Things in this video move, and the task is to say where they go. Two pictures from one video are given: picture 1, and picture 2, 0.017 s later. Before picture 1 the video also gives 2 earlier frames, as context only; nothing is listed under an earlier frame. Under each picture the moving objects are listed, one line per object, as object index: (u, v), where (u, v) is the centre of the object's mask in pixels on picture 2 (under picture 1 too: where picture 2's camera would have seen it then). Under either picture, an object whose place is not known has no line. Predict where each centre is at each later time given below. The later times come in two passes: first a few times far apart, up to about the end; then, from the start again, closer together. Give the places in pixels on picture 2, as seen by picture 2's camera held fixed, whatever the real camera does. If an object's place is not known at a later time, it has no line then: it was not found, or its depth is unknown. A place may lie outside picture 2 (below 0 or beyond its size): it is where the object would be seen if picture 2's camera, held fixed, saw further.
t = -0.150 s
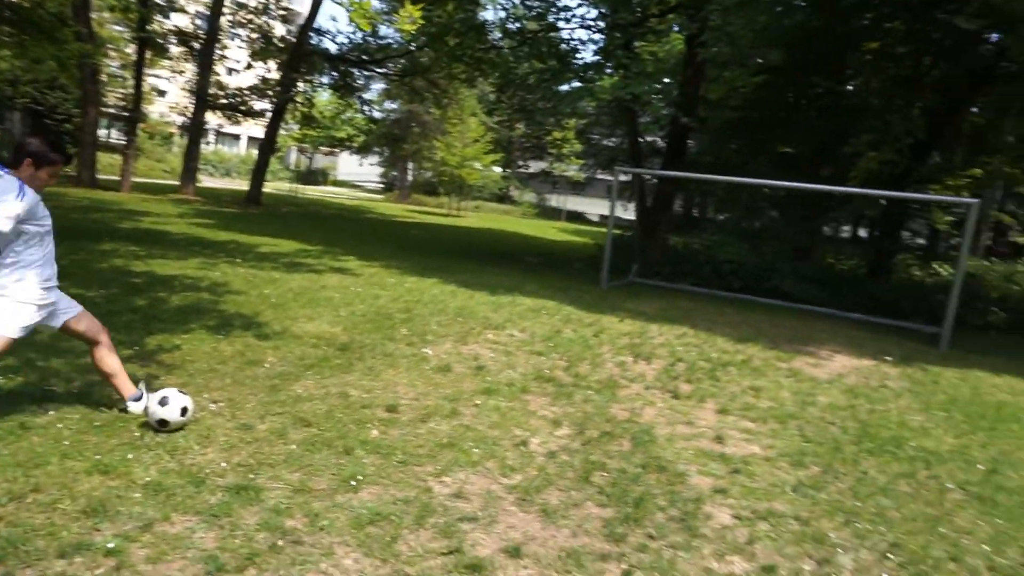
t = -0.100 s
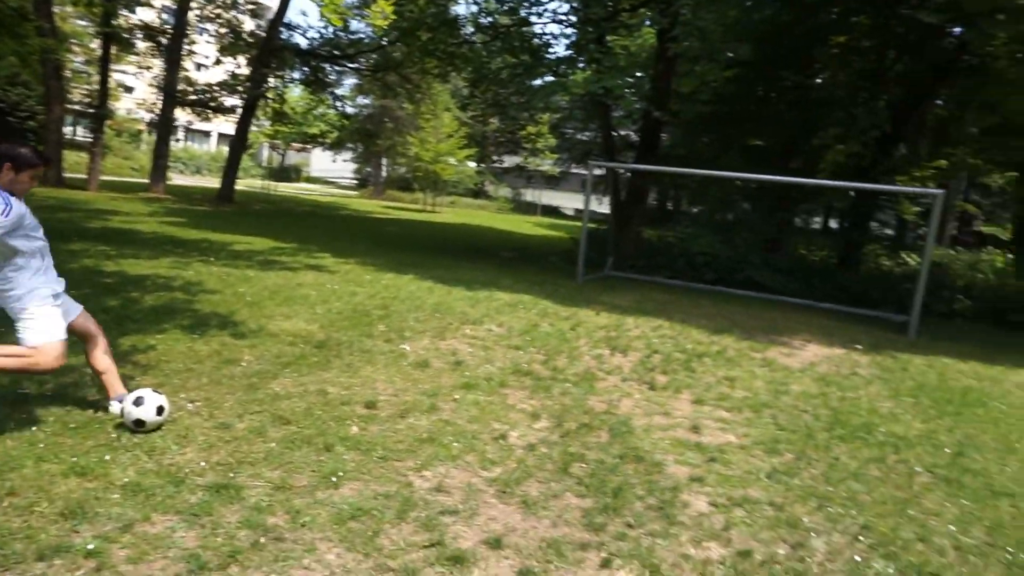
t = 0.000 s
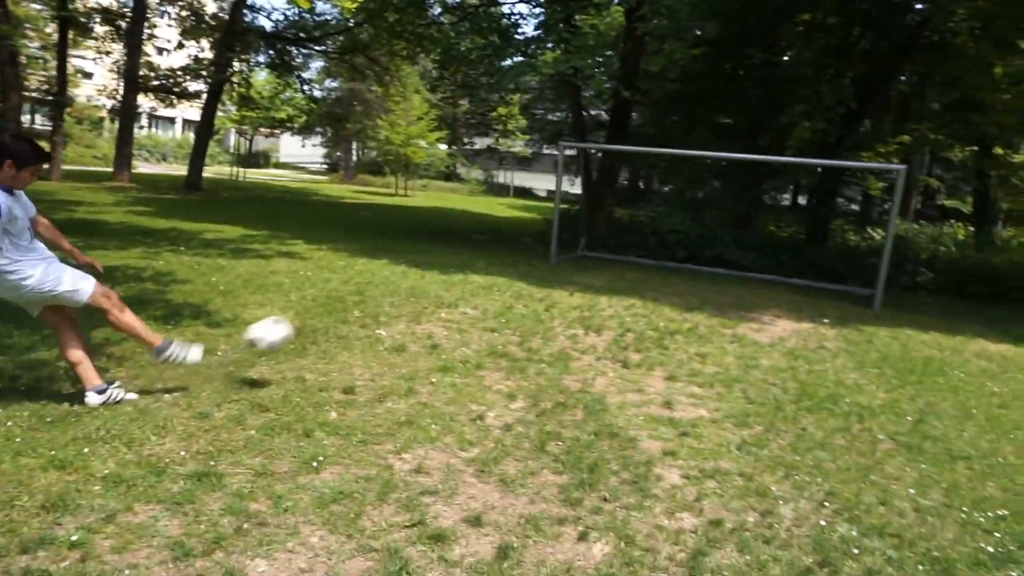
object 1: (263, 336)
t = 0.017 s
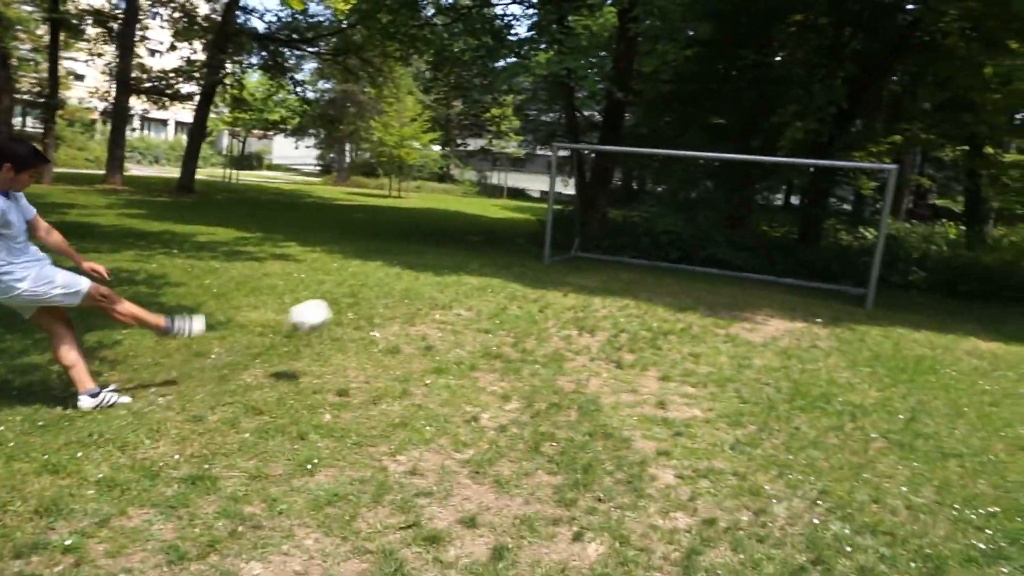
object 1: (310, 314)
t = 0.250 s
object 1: (649, 183)
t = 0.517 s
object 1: (734, 237)
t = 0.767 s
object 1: (729, 215)
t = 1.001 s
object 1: (720, 64)
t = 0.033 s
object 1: (351, 297)
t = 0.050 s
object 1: (389, 281)
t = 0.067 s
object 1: (423, 267)
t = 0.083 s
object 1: (453, 254)
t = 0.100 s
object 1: (480, 244)
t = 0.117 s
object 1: (505, 235)
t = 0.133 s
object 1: (529, 226)
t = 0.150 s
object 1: (550, 217)
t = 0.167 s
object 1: (570, 210)
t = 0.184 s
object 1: (587, 204)
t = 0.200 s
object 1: (605, 197)
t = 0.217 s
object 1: (620, 192)
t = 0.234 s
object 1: (635, 188)
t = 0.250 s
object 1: (649, 183)
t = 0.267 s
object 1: (662, 179)
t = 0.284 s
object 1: (674, 175)
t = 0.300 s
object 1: (686, 172)
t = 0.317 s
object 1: (696, 170)
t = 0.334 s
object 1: (707, 167)
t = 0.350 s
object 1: (716, 165)
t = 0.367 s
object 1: (725, 163)
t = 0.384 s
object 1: (734, 161)
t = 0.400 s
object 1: (738, 163)
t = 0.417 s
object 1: (738, 172)
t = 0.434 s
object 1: (738, 181)
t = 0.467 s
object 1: (737, 202)
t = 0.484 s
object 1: (736, 213)
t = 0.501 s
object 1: (735, 224)
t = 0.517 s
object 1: (734, 237)
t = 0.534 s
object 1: (733, 249)
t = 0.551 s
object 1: (732, 263)
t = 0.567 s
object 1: (731, 277)
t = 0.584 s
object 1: (729, 291)
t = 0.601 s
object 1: (728, 307)
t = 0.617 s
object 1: (727, 308)
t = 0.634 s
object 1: (728, 298)
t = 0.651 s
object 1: (728, 288)
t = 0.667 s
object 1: (728, 277)
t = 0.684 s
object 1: (729, 267)
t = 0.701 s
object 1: (729, 257)
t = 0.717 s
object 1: (729, 246)
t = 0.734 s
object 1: (729, 236)
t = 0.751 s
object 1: (729, 225)
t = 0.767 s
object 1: (729, 215)
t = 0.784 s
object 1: (728, 203)
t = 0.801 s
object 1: (728, 192)
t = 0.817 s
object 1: (728, 182)
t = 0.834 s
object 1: (727, 171)
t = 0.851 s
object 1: (726, 160)
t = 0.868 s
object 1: (726, 150)
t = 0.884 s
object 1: (726, 140)
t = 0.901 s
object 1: (724, 129)
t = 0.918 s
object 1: (724, 118)
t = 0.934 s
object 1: (723, 107)
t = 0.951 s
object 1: (722, 96)
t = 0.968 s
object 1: (721, 86)
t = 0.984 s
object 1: (720, 75)
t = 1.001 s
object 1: (720, 64)
